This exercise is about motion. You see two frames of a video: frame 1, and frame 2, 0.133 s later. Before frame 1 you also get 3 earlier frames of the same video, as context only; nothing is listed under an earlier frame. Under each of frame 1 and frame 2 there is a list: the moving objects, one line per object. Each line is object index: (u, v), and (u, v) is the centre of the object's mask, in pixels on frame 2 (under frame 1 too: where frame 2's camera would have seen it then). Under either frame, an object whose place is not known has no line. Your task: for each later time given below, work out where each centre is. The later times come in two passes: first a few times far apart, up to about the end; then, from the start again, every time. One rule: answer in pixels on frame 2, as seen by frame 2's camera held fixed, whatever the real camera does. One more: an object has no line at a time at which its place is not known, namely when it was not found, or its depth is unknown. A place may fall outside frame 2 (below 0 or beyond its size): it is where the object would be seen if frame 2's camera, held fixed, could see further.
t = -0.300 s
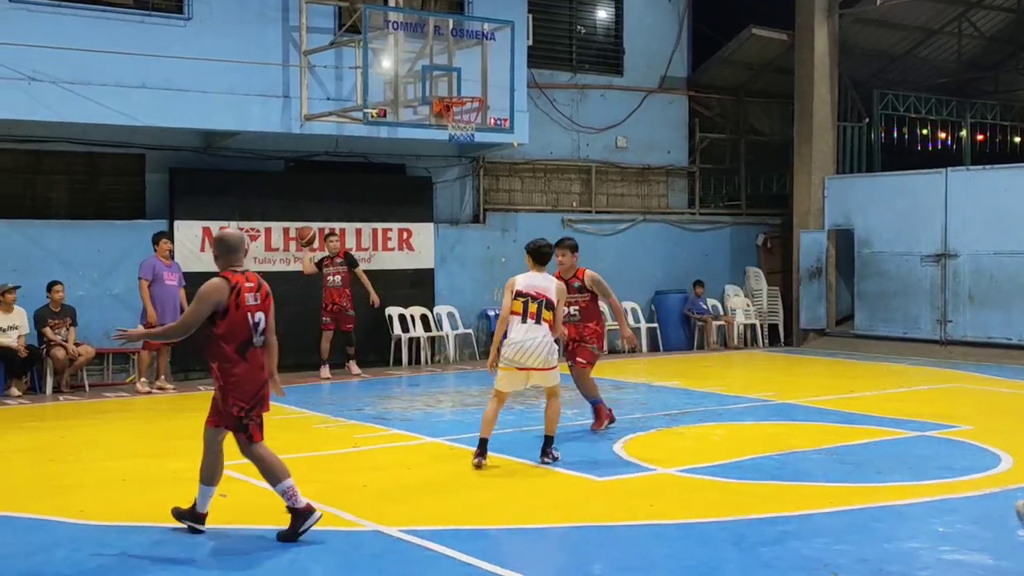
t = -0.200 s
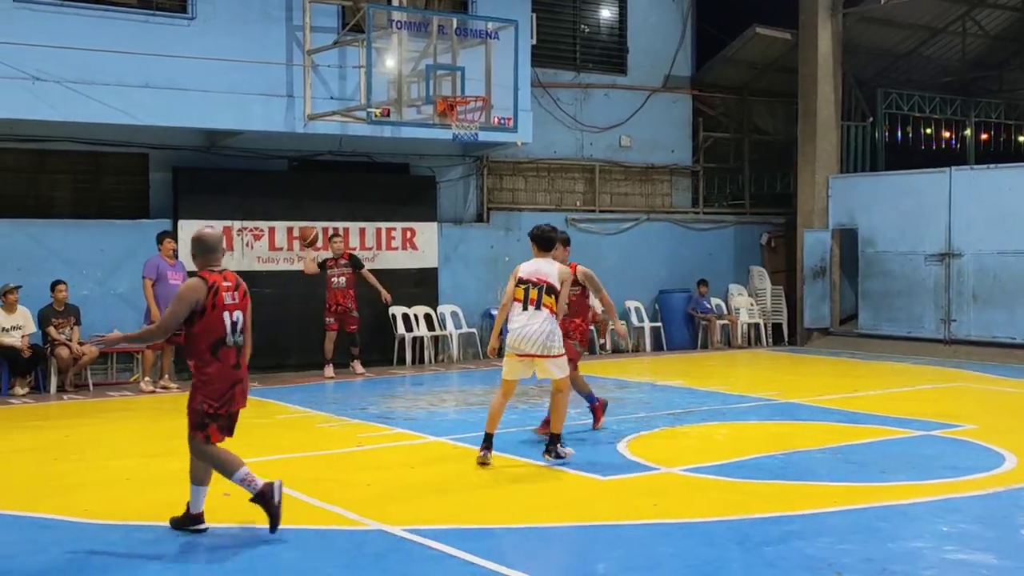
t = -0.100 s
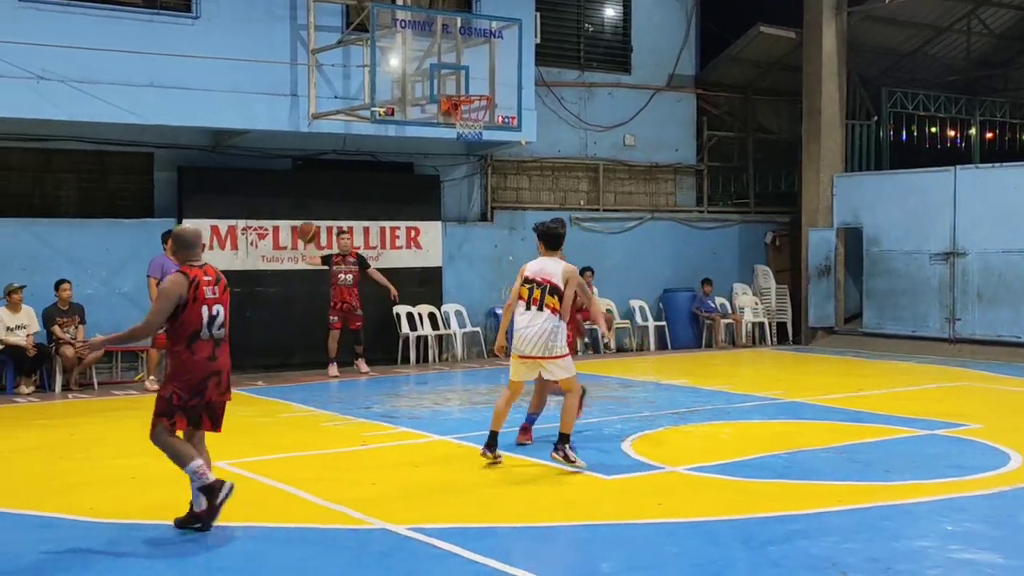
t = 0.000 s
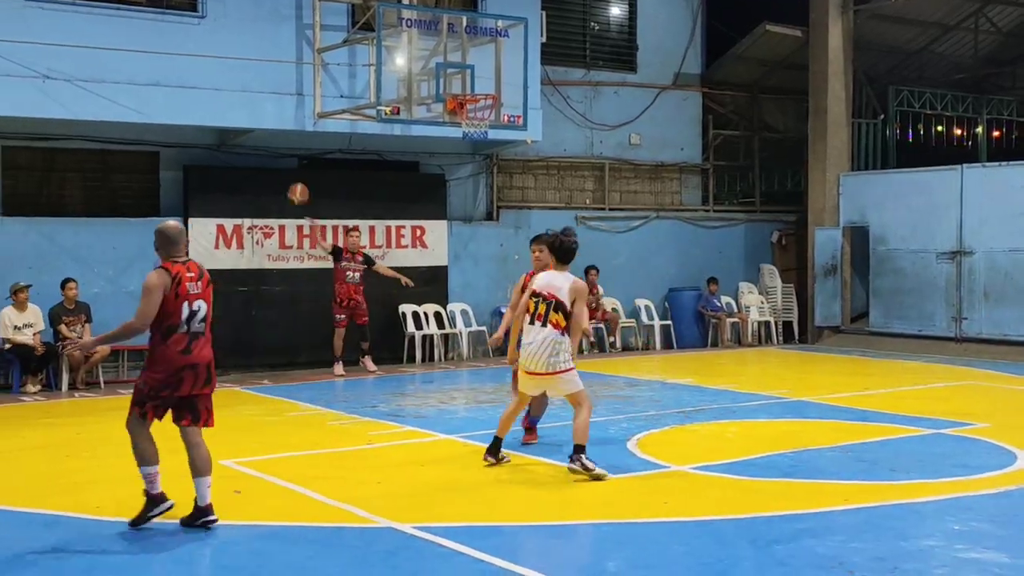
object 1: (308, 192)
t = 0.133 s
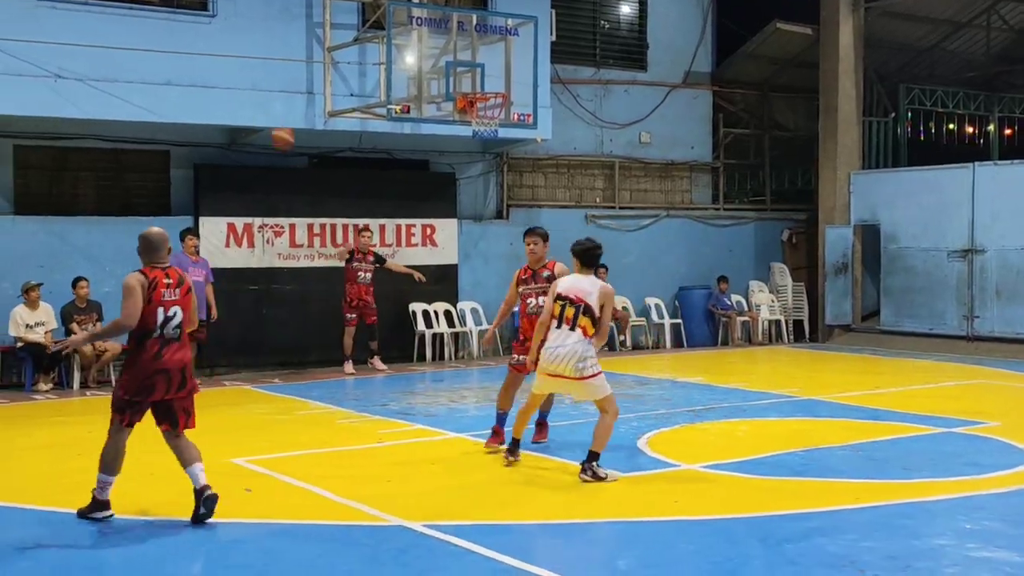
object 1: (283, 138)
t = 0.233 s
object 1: (260, 101)
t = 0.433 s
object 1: (204, 44)
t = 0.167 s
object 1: (275, 125)
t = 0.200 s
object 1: (268, 113)
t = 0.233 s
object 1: (260, 101)
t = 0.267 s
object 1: (252, 90)
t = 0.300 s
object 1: (243, 79)
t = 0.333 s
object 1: (234, 69)
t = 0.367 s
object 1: (225, 60)
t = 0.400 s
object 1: (214, 52)
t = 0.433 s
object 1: (204, 44)
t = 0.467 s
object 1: (192, 38)
